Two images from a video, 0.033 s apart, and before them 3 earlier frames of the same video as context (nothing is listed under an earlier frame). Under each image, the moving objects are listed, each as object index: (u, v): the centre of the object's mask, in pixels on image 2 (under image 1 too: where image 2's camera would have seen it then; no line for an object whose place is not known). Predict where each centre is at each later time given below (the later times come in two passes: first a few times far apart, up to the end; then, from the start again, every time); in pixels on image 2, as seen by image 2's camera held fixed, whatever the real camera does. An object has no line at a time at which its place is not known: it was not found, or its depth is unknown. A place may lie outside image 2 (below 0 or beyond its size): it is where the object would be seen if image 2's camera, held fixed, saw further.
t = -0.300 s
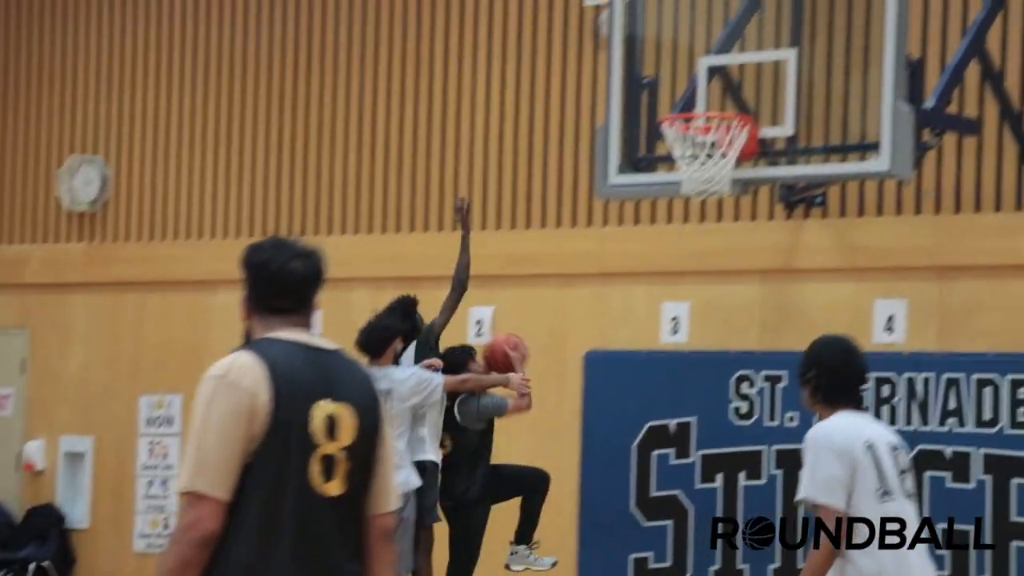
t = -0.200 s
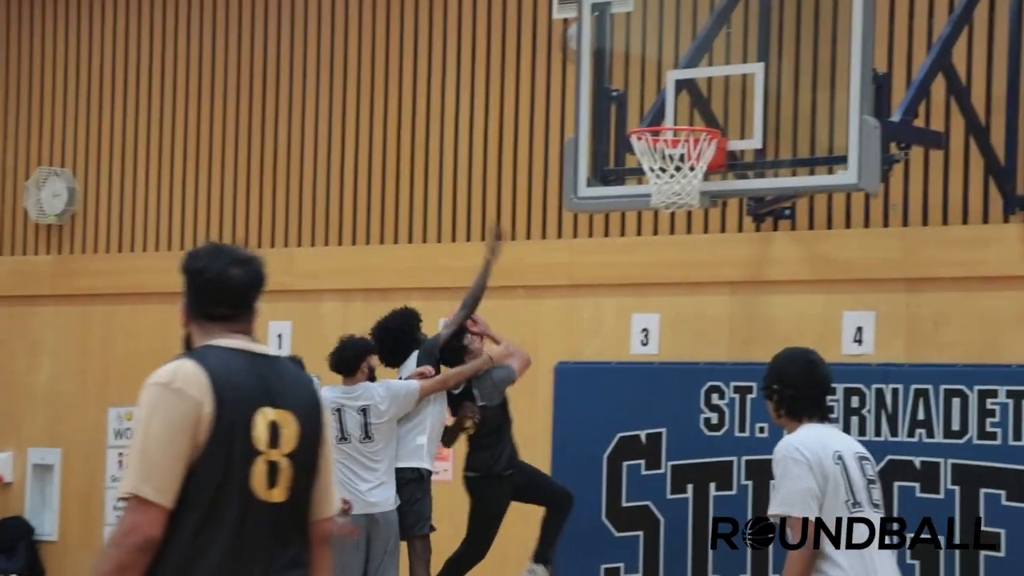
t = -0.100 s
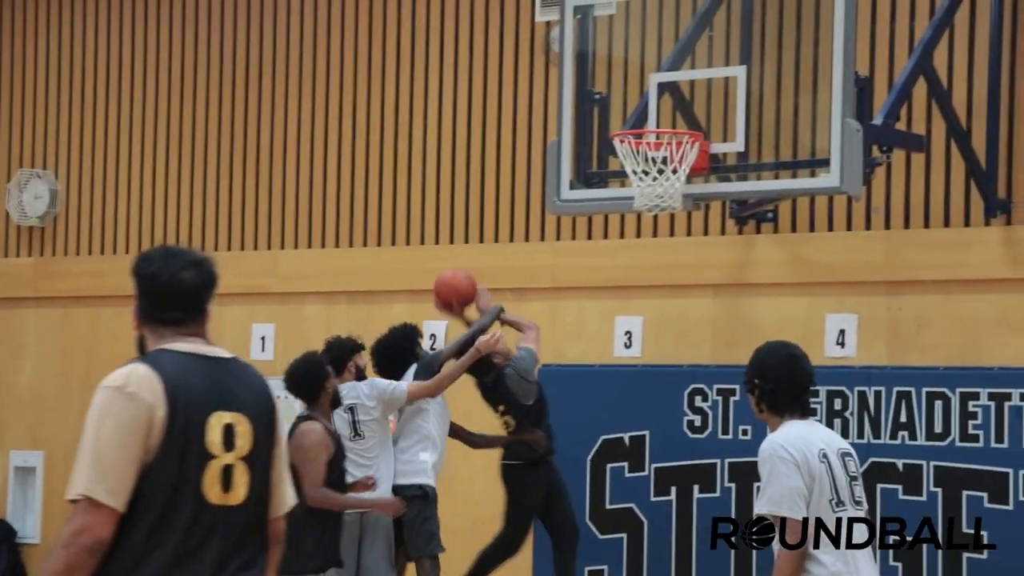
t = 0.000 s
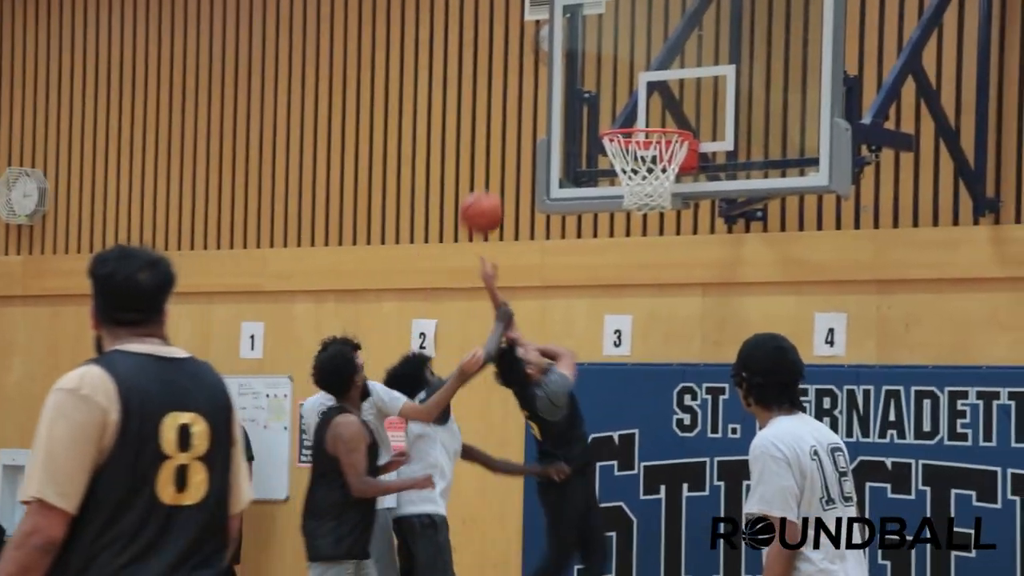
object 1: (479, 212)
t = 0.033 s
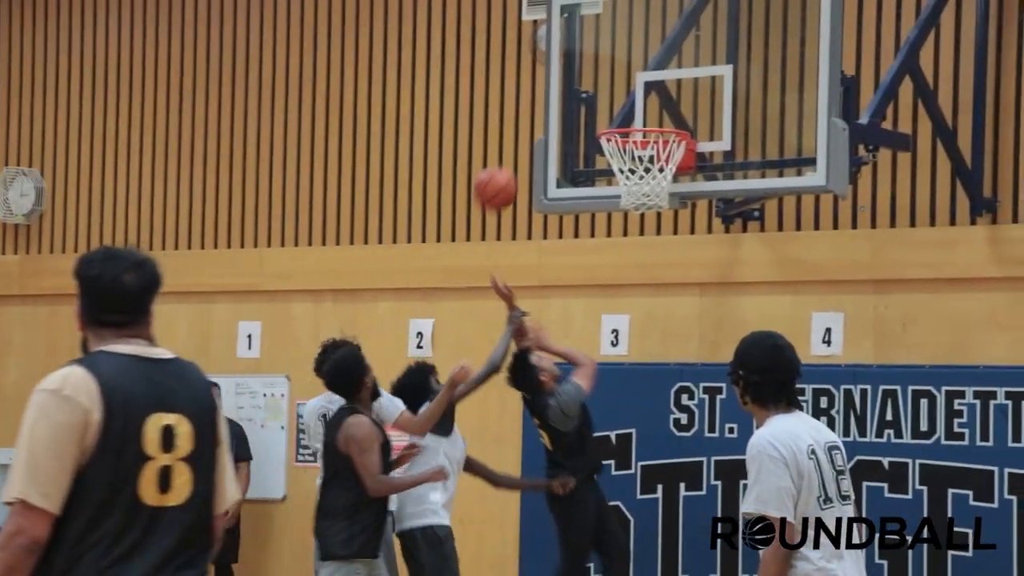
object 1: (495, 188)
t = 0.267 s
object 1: (608, 76)
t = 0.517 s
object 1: (634, 97)
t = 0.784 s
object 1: (644, 156)
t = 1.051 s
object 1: (643, 198)
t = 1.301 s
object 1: (644, 218)
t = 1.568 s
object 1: (641, 313)
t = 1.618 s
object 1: (641, 345)
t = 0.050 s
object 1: (503, 177)
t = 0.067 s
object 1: (512, 166)
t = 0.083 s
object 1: (520, 156)
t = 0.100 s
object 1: (528, 147)
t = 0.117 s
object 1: (535, 138)
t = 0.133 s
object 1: (544, 129)
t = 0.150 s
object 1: (552, 121)
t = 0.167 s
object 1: (561, 113)
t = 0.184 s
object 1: (569, 106)
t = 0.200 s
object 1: (576, 99)
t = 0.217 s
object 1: (584, 93)
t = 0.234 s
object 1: (592, 87)
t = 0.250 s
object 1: (600, 82)
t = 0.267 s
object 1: (608, 76)
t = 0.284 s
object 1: (617, 73)
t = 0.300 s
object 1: (620, 71)
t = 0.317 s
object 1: (621, 70)
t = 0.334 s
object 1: (622, 70)
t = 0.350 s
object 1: (623, 70)
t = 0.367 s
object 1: (624, 70)
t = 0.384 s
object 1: (625, 71)
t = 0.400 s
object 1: (626, 73)
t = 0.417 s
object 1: (627, 74)
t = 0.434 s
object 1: (628, 77)
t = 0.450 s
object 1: (629, 80)
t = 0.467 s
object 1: (630, 84)
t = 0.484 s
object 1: (632, 87)
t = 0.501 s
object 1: (633, 92)
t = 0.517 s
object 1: (634, 97)
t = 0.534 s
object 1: (634, 102)
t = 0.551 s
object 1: (636, 107)
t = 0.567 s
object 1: (637, 111)
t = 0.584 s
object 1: (638, 115)
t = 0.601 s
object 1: (638, 119)
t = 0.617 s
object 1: (640, 127)
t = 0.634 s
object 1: (638, 136)
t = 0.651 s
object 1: (638, 142)
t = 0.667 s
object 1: (640, 149)
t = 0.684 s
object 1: (641, 151)
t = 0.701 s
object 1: (641, 156)
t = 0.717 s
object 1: (644, 157)
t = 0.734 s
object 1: (643, 160)
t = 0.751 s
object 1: (644, 158)
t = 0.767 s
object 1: (645, 156)
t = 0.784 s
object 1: (644, 156)
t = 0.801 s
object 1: (648, 162)
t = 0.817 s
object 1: (648, 166)
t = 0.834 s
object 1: (648, 168)
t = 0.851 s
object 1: (647, 170)
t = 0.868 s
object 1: (647, 171)
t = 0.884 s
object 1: (648, 173)
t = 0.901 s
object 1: (646, 175)
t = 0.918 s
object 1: (646, 178)
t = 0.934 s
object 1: (645, 180)
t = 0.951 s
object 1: (645, 181)
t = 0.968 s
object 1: (644, 183)
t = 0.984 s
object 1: (644, 186)
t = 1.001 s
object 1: (644, 189)
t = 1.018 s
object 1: (644, 192)
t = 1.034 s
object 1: (644, 195)
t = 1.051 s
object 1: (643, 198)
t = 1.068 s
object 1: (643, 199)
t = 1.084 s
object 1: (643, 203)
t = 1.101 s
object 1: (644, 202)
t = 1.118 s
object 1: (642, 205)
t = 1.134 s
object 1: (643, 203)
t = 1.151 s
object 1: (643, 204)
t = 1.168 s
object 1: (642, 206)
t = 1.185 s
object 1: (644, 212)
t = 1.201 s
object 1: (644, 212)
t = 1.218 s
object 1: (644, 213)
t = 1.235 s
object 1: (644, 214)
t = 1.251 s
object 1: (644, 215)
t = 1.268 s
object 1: (644, 216)
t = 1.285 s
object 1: (644, 217)
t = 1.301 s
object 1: (644, 218)
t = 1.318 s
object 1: (644, 219)
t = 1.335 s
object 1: (644, 220)
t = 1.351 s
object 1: (644, 222)
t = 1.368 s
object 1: (644, 225)
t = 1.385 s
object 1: (643, 230)
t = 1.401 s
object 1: (643, 235)
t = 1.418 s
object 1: (643, 241)
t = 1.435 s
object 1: (642, 247)
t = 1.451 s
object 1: (642, 253)
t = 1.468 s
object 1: (642, 260)
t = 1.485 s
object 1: (642, 268)
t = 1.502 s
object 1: (642, 276)
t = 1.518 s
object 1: (642, 285)
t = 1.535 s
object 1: (642, 293)
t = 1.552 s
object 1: (641, 303)
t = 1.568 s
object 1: (641, 313)
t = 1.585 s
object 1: (641, 323)
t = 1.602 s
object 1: (641, 334)
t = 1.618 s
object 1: (641, 345)
